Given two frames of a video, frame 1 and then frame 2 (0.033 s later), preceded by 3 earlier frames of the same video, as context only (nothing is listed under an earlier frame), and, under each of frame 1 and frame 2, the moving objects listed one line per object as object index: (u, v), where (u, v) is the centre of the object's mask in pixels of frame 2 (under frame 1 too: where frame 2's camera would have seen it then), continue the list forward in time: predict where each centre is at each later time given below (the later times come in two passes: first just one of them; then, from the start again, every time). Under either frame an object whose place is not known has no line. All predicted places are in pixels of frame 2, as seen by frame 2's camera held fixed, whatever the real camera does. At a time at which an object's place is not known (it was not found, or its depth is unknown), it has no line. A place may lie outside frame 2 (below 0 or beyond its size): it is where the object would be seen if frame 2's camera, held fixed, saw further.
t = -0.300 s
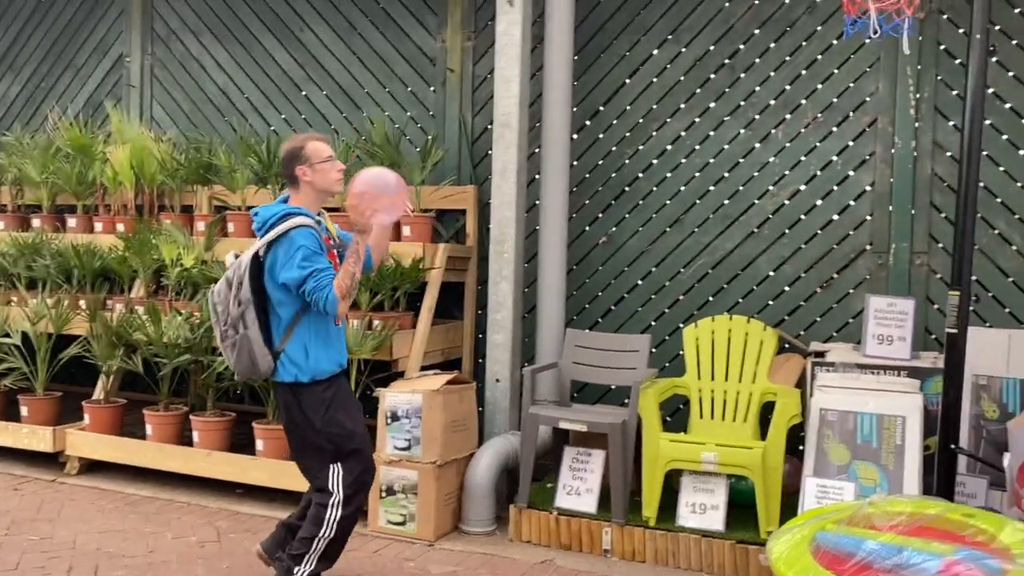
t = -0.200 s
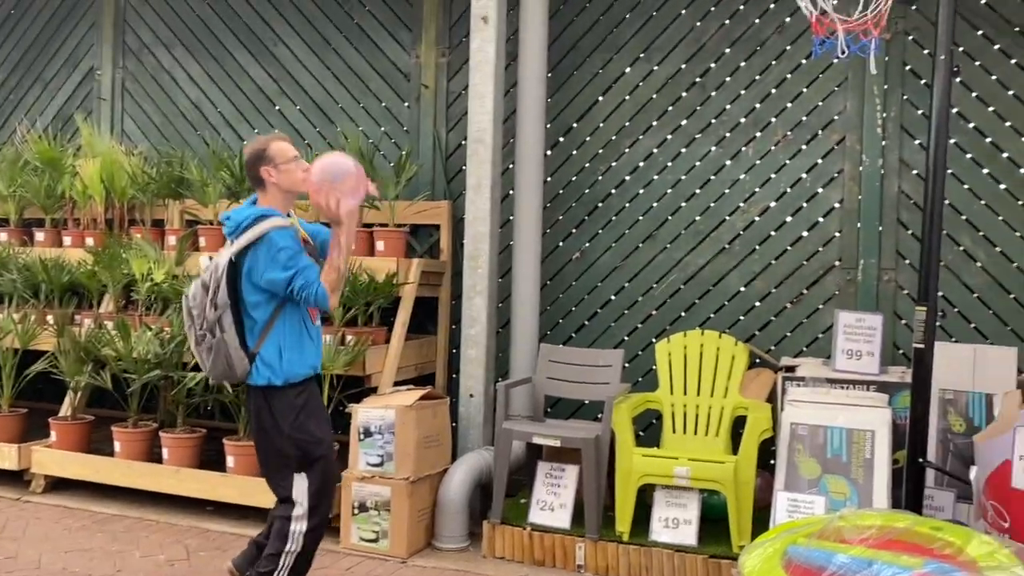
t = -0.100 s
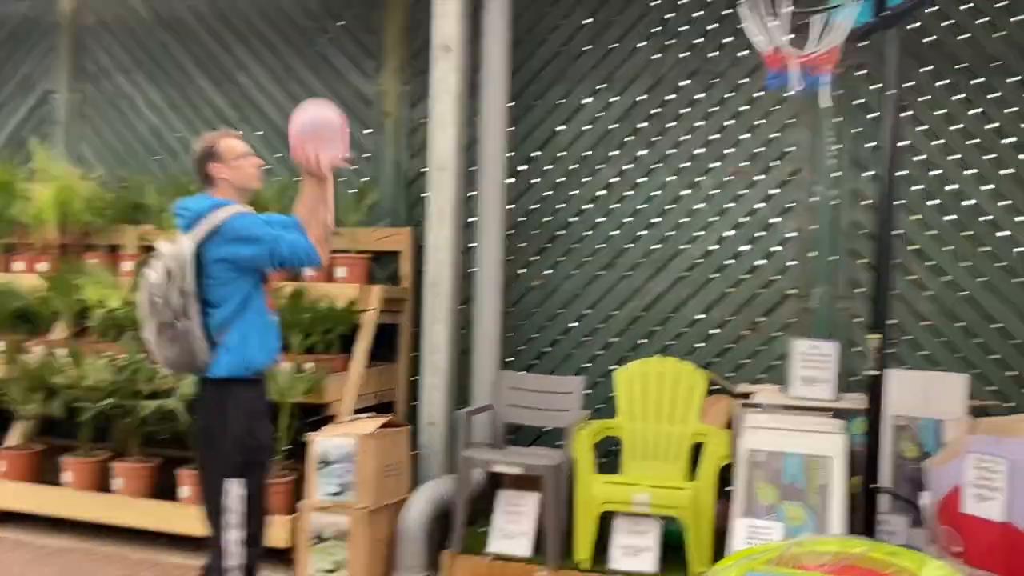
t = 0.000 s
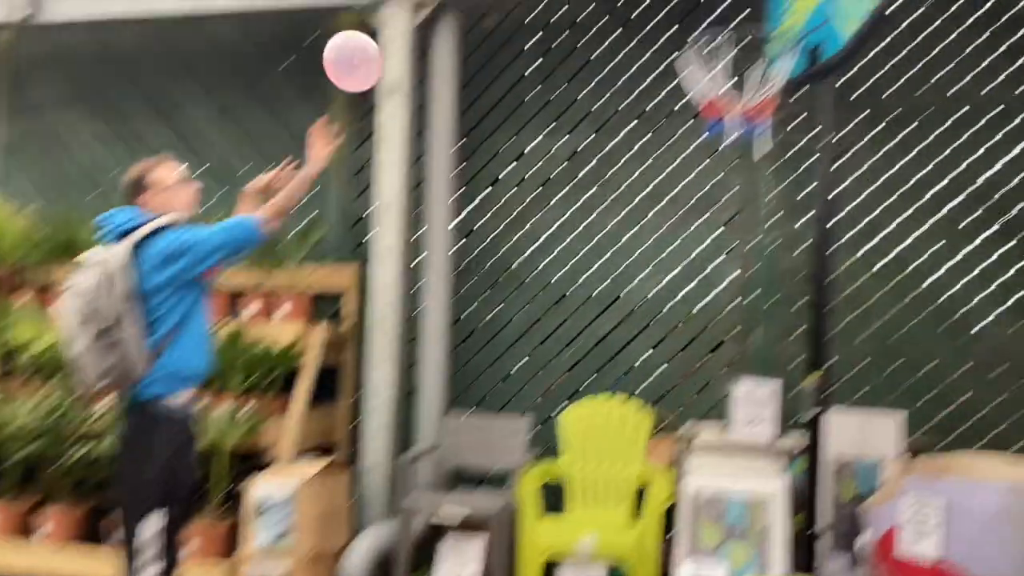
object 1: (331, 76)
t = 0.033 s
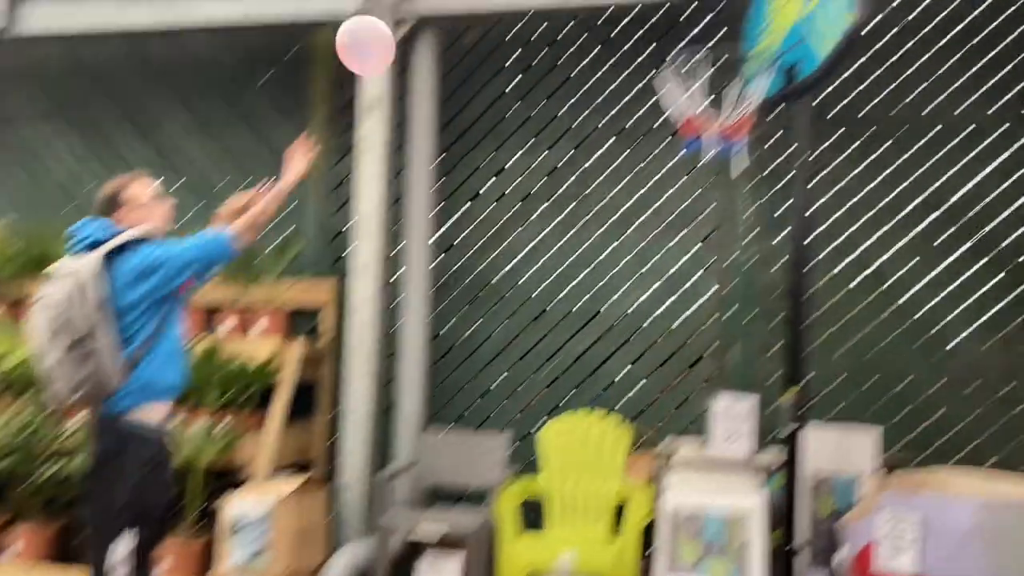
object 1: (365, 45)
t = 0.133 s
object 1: (459, -19)
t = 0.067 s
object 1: (397, 19)
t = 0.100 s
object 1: (428, -2)
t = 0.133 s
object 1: (459, -19)
